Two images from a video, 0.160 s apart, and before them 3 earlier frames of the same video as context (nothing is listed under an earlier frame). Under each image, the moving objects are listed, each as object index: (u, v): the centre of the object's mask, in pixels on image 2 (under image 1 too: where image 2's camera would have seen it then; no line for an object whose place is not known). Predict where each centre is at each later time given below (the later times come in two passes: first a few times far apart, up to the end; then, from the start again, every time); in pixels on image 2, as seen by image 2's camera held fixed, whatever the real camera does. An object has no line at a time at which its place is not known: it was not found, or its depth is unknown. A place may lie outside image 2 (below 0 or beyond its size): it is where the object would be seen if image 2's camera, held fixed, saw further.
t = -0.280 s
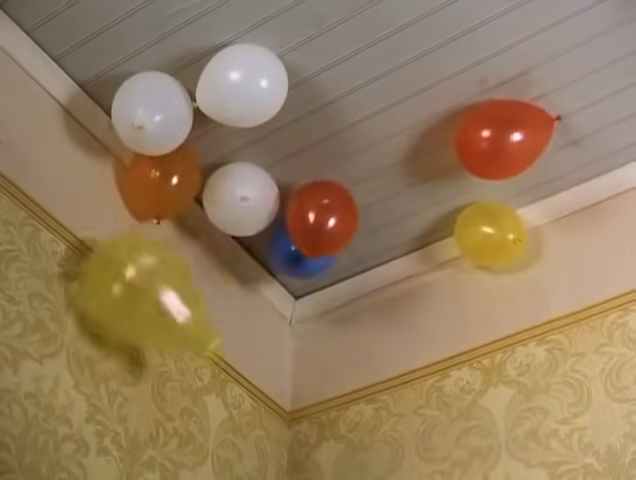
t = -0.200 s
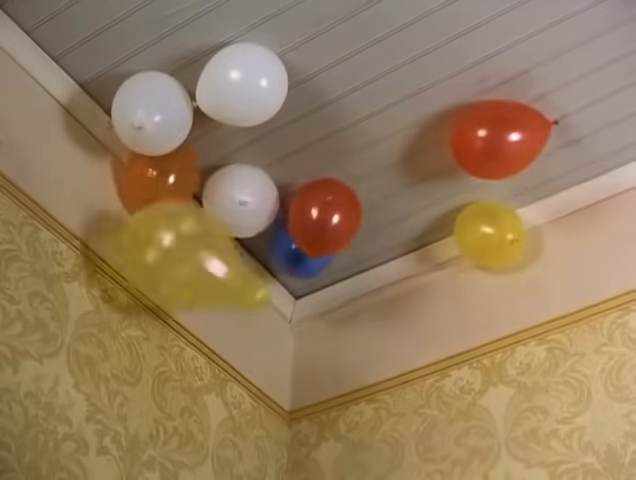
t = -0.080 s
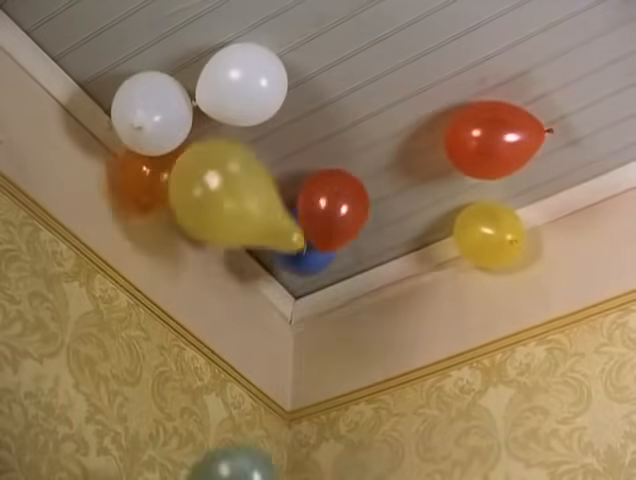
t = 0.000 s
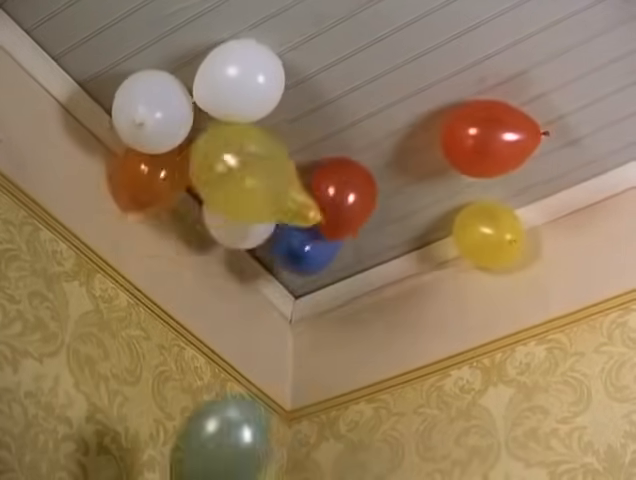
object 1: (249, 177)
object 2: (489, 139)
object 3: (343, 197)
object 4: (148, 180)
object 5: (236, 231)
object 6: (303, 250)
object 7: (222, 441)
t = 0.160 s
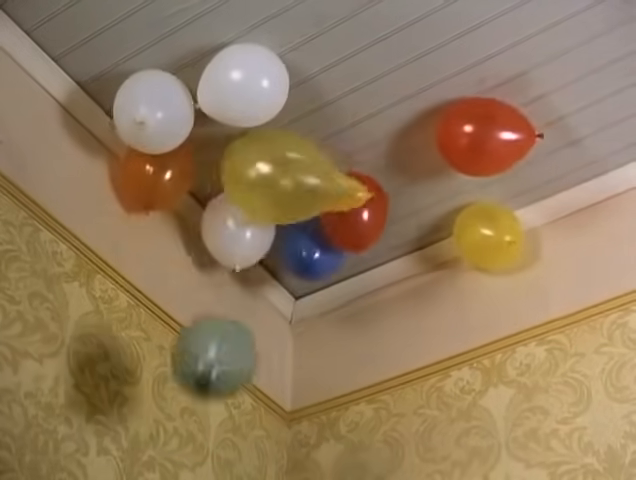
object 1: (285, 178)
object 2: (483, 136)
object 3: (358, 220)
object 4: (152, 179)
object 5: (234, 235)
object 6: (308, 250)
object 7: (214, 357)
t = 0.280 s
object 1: (309, 183)
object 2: (482, 133)
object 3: (379, 220)
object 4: (153, 180)
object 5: (234, 236)
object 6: (317, 253)
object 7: (208, 299)
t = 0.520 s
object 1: (352, 184)
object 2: (486, 128)
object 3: (420, 217)
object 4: (150, 182)
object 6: (326, 259)
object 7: (217, 191)
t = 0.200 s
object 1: (295, 182)
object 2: (483, 135)
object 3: (362, 224)
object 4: (153, 179)
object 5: (234, 236)
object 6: (311, 252)
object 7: (213, 337)
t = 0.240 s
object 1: (302, 183)
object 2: (482, 134)
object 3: (370, 222)
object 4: (153, 180)
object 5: (233, 236)
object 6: (315, 253)
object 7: (211, 316)
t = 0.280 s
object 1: (309, 183)
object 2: (482, 133)
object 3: (379, 220)
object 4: (153, 180)
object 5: (234, 236)
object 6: (317, 253)
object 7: (208, 299)
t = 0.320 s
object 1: (316, 181)
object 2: (482, 132)
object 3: (386, 217)
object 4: (153, 181)
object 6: (320, 254)
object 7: (208, 281)
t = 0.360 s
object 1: (323, 179)
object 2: (482, 131)
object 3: (391, 217)
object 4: (154, 181)
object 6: (321, 253)
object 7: (208, 262)
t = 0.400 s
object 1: (332, 182)
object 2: (483, 130)
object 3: (399, 218)
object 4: (155, 182)
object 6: (322, 256)
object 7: (211, 243)
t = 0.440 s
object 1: (339, 183)
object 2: (484, 129)
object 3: (406, 218)
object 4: (154, 181)
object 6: (323, 258)
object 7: (212, 225)
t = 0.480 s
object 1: (346, 184)
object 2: (485, 129)
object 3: (414, 218)
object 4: (153, 180)
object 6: (324, 259)
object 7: (214, 208)
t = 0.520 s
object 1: (352, 184)
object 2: (486, 128)
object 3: (420, 217)
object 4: (150, 182)
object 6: (326, 259)
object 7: (217, 191)
